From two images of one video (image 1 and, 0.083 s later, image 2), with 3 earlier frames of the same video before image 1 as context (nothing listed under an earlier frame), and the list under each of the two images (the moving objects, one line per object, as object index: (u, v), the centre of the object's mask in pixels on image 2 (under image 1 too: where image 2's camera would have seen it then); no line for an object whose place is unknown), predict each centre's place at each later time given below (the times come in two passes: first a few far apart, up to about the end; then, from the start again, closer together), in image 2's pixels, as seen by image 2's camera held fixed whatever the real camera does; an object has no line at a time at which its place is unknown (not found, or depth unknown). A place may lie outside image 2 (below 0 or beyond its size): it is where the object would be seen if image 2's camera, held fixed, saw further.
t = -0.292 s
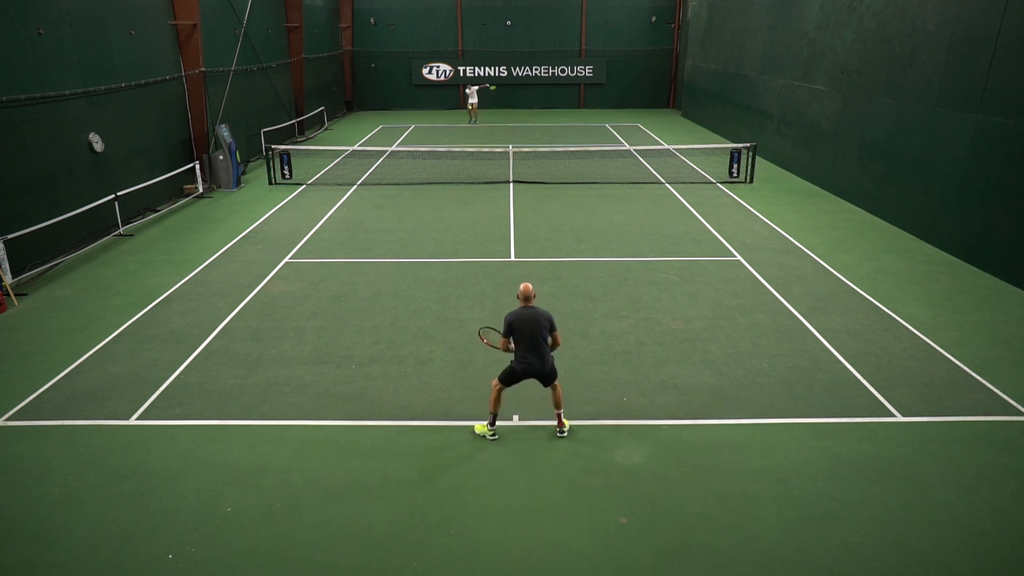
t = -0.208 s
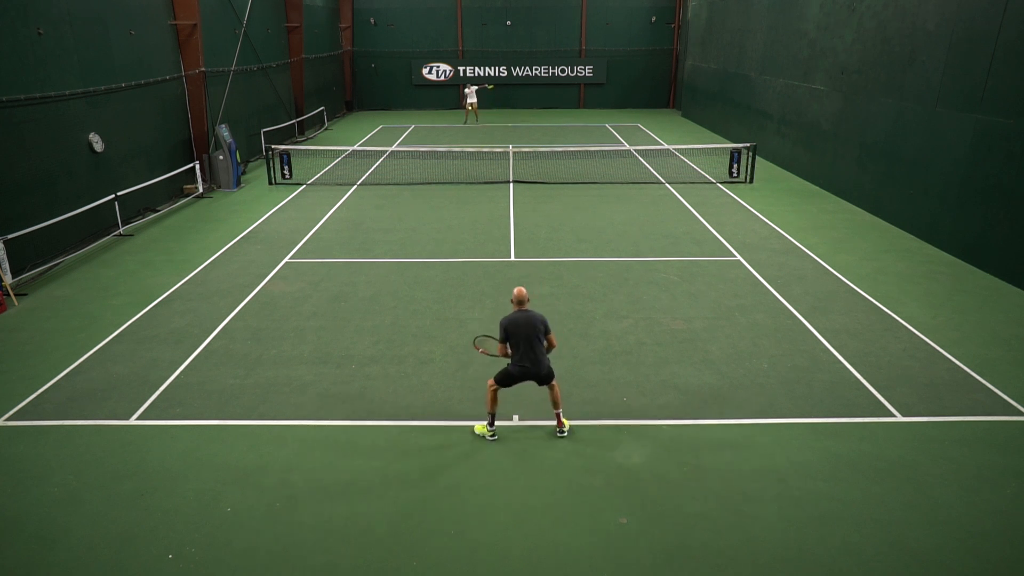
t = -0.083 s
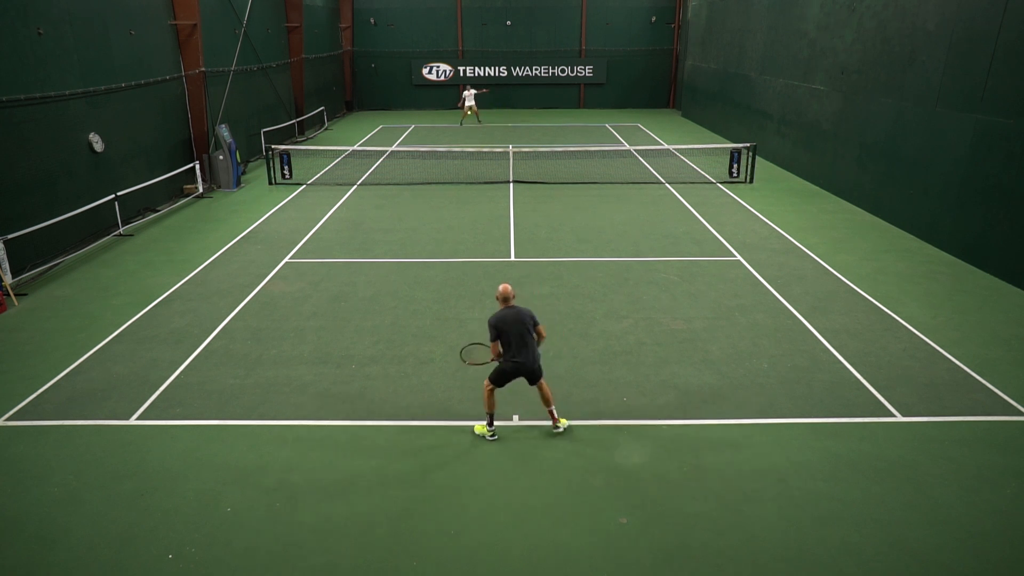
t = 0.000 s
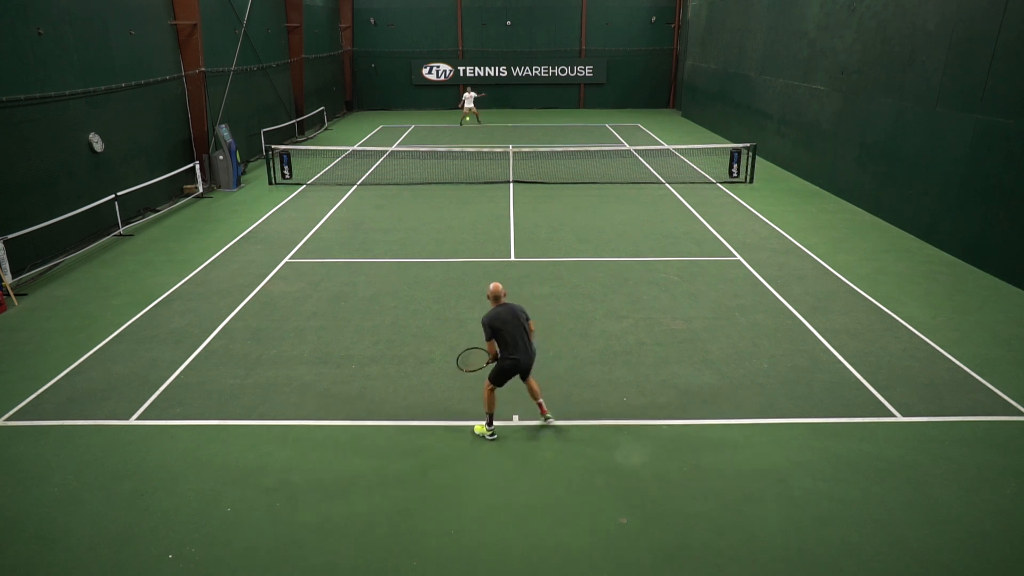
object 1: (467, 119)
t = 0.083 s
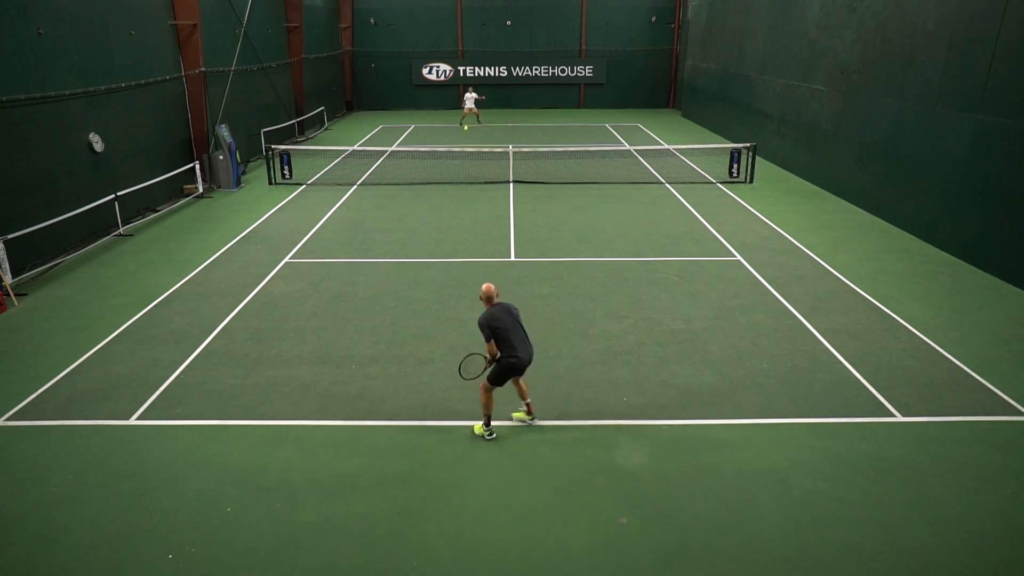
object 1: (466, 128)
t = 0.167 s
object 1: (463, 140)
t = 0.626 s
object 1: (431, 312)
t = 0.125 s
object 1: (465, 134)
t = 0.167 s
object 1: (463, 140)
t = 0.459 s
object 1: (447, 224)
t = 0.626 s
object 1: (431, 312)
